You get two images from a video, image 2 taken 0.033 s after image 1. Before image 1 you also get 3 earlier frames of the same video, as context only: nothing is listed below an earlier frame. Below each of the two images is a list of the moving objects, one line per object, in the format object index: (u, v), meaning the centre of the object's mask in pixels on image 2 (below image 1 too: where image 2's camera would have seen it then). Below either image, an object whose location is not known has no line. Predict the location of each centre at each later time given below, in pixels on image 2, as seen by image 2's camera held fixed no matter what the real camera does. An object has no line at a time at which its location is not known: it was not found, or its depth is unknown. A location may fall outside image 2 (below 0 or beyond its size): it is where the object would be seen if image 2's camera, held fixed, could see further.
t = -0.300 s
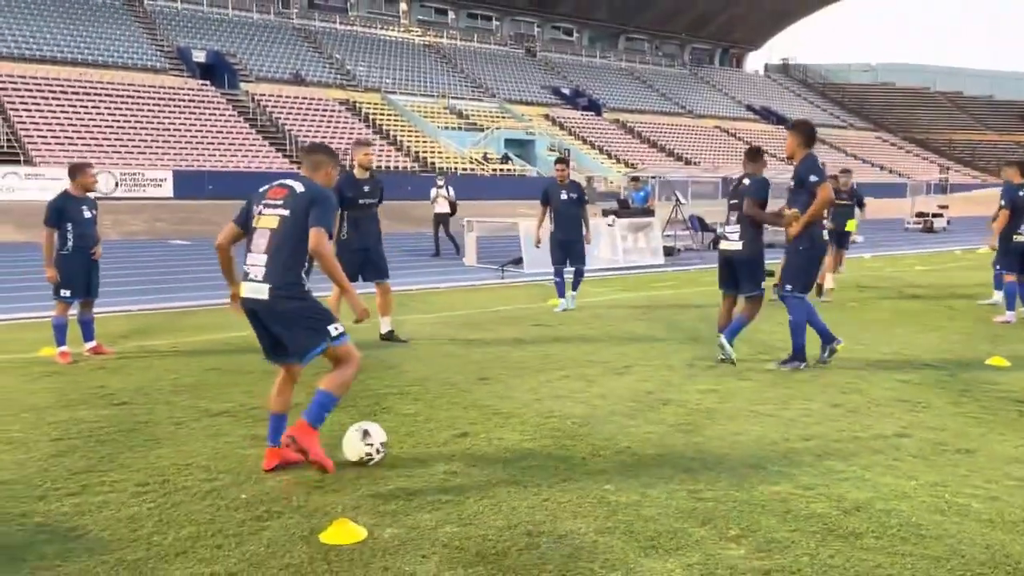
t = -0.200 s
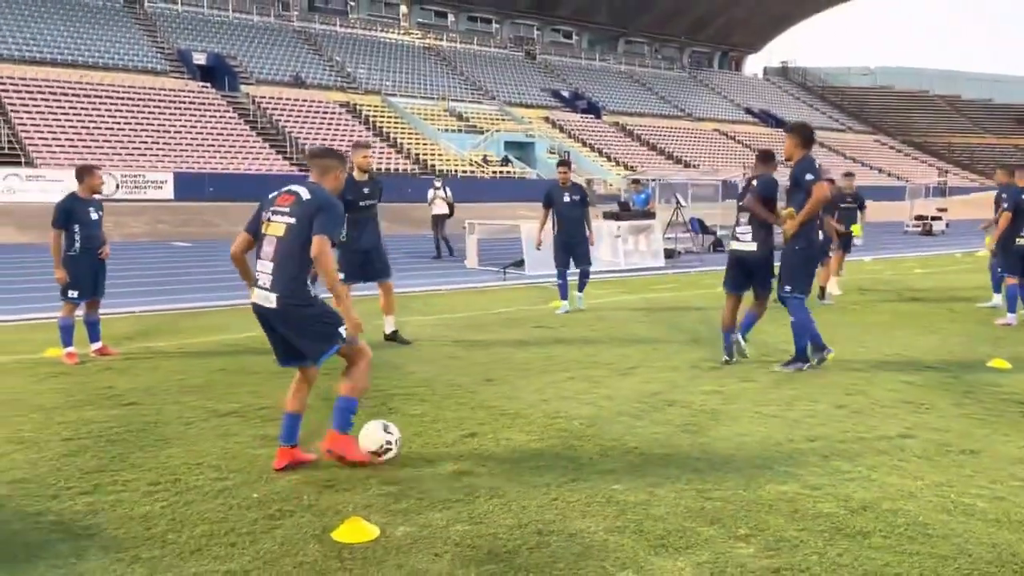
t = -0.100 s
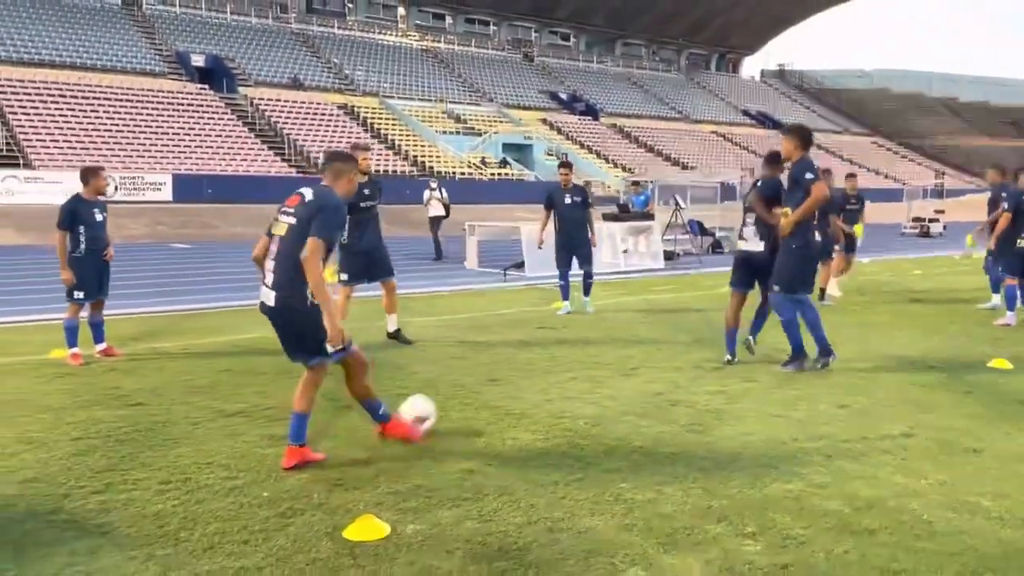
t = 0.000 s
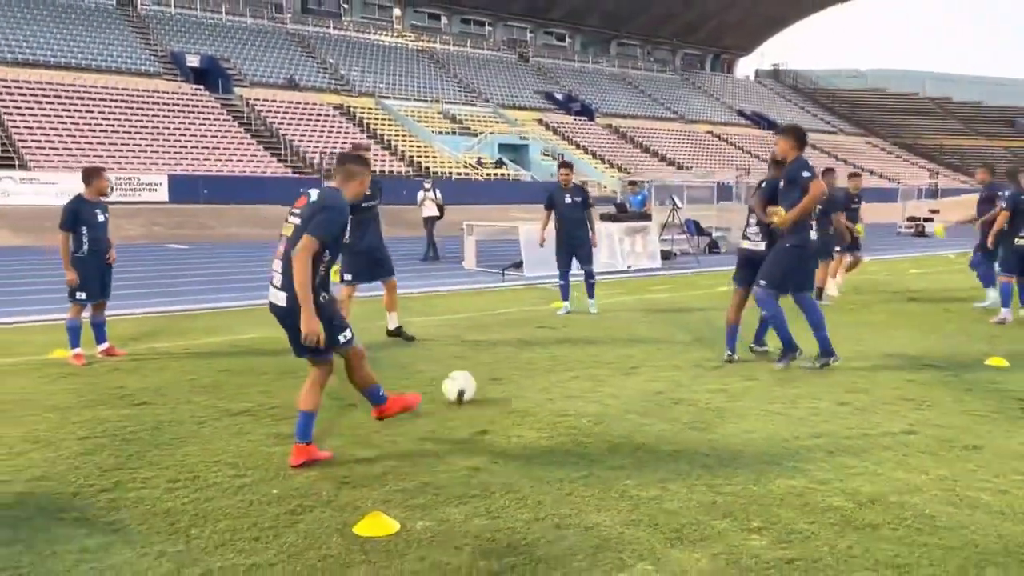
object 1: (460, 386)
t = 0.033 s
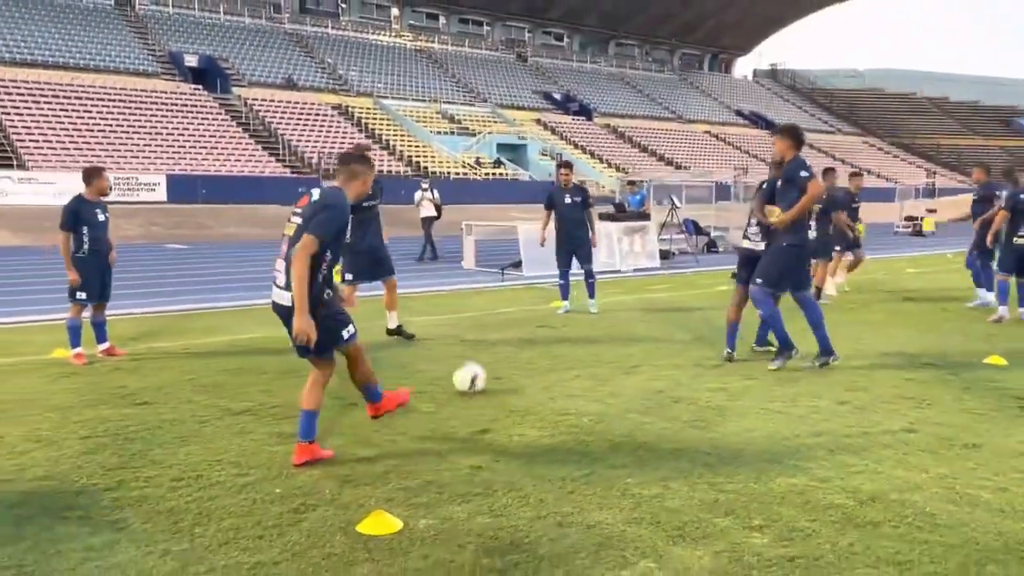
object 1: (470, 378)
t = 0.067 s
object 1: (479, 371)
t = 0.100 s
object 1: (486, 366)
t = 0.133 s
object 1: (493, 359)
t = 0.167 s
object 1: (499, 354)
